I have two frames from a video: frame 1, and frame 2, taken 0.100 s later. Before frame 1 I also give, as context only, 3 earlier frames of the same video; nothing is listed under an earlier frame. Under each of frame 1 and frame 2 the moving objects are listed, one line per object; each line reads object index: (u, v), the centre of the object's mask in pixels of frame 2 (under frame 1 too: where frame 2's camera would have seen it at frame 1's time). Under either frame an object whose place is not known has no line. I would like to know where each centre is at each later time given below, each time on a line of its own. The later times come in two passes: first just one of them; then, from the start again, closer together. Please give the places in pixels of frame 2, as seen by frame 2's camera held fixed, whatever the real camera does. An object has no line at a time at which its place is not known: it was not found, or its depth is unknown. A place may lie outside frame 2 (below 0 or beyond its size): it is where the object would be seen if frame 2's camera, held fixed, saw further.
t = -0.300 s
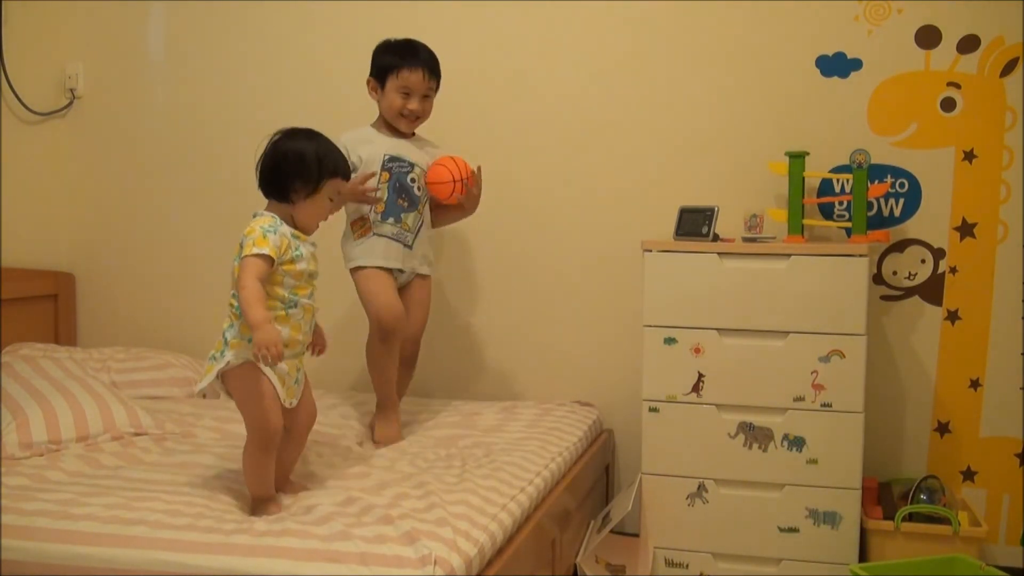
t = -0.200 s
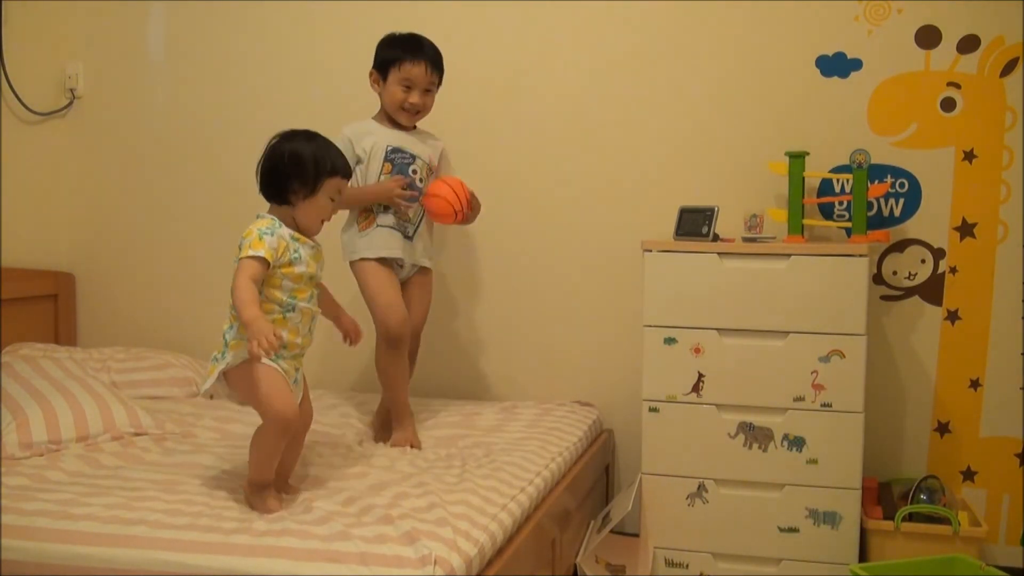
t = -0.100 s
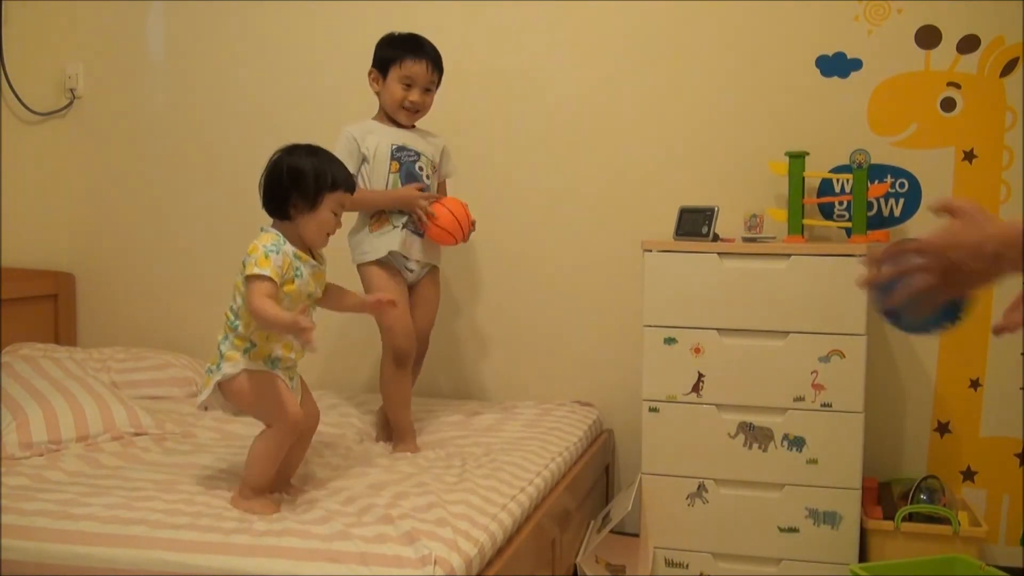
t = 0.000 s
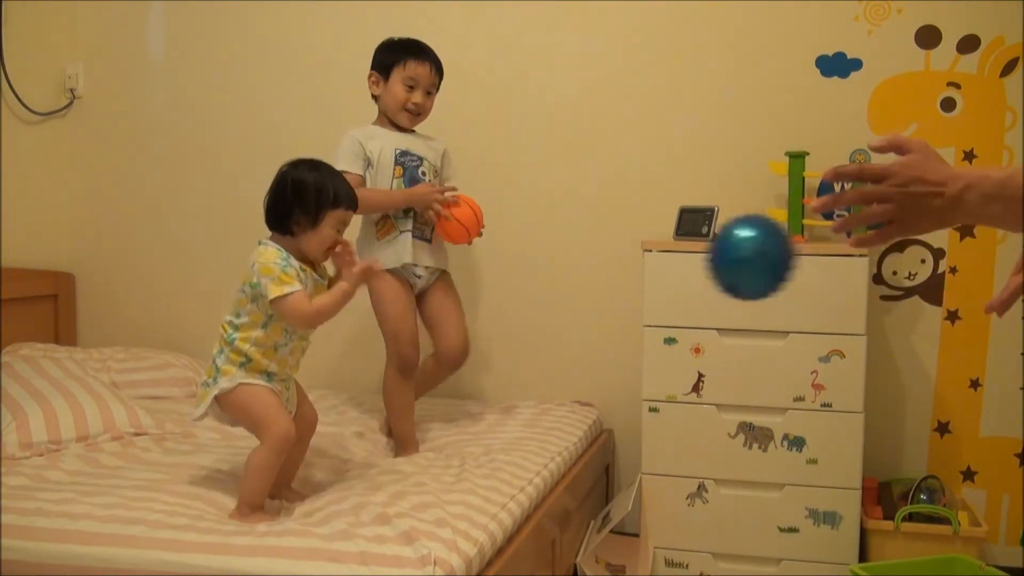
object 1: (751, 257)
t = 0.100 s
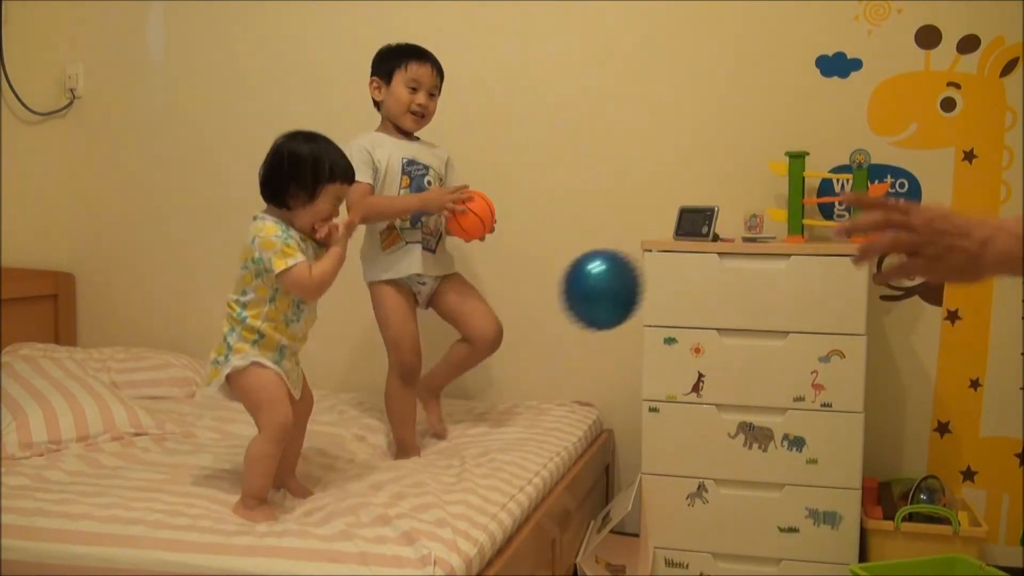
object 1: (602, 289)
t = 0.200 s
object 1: (476, 371)
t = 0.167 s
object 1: (516, 339)
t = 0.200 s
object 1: (476, 371)
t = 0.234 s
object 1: (440, 408)
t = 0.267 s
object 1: (404, 449)
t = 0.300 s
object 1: (377, 482)
